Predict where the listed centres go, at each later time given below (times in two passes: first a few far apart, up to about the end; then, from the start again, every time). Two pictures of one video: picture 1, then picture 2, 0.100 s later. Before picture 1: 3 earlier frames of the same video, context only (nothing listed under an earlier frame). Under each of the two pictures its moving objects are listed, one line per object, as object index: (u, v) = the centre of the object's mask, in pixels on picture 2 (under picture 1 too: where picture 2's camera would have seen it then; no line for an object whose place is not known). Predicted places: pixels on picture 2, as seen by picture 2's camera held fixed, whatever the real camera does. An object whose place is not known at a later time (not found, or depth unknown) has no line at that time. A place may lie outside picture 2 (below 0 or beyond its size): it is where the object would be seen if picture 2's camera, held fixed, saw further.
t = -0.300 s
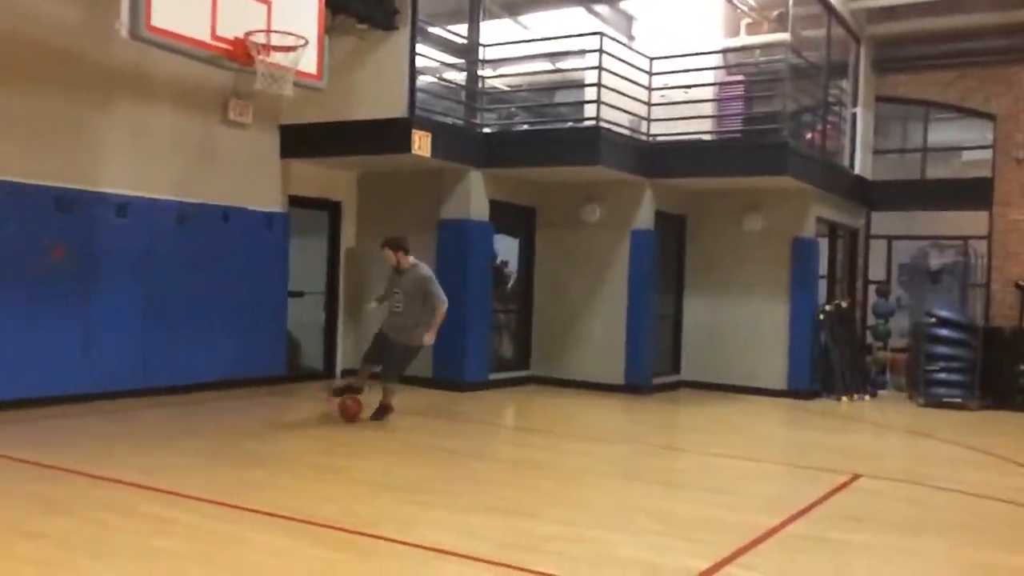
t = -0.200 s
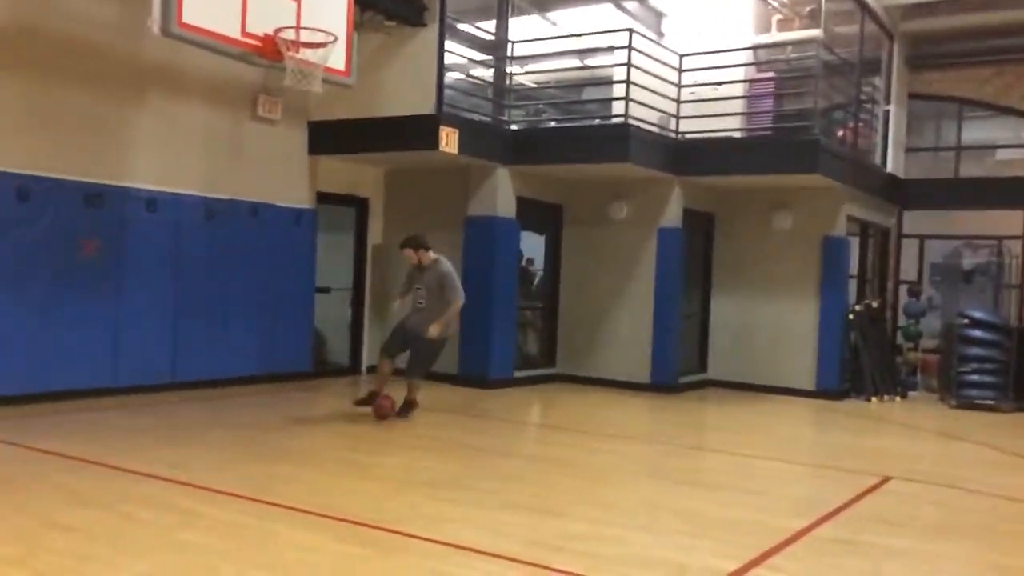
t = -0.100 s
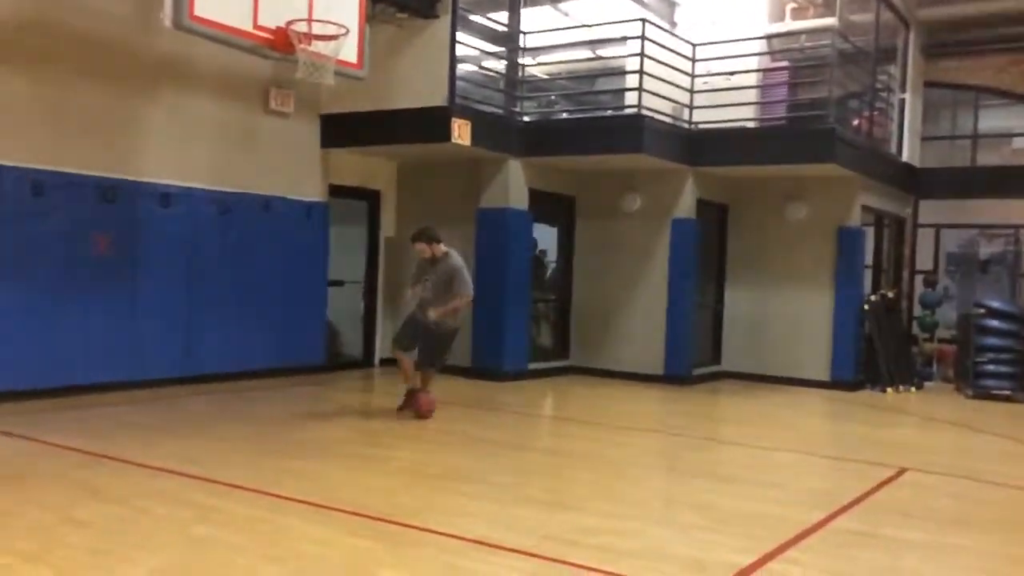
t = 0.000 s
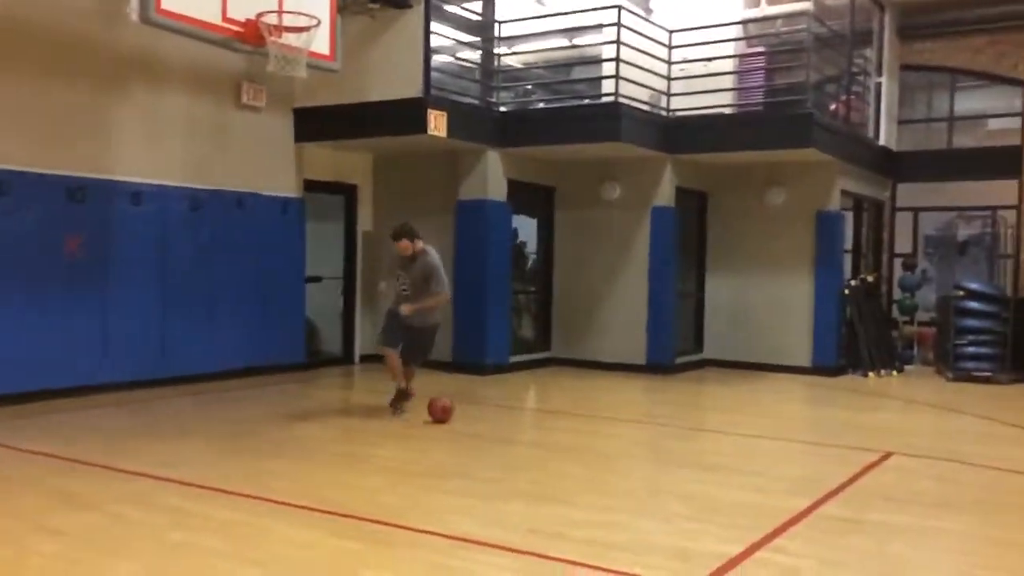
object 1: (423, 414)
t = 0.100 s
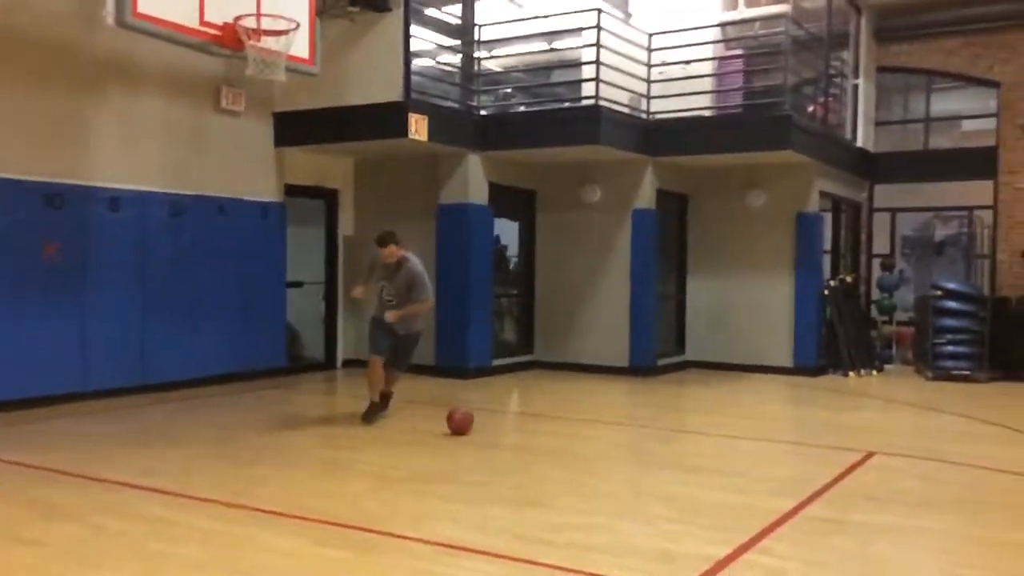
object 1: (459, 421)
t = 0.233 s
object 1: (508, 430)
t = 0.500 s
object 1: (600, 447)
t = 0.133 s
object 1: (472, 423)
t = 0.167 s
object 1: (484, 425)
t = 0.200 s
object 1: (496, 427)
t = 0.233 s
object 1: (508, 430)
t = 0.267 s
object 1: (520, 432)
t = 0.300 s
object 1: (531, 434)
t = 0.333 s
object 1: (543, 436)
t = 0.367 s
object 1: (554, 439)
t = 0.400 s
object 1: (566, 440)
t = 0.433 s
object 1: (577, 442)
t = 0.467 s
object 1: (588, 445)
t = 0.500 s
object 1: (600, 447)
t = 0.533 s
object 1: (611, 449)
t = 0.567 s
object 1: (624, 451)
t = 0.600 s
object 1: (636, 455)
